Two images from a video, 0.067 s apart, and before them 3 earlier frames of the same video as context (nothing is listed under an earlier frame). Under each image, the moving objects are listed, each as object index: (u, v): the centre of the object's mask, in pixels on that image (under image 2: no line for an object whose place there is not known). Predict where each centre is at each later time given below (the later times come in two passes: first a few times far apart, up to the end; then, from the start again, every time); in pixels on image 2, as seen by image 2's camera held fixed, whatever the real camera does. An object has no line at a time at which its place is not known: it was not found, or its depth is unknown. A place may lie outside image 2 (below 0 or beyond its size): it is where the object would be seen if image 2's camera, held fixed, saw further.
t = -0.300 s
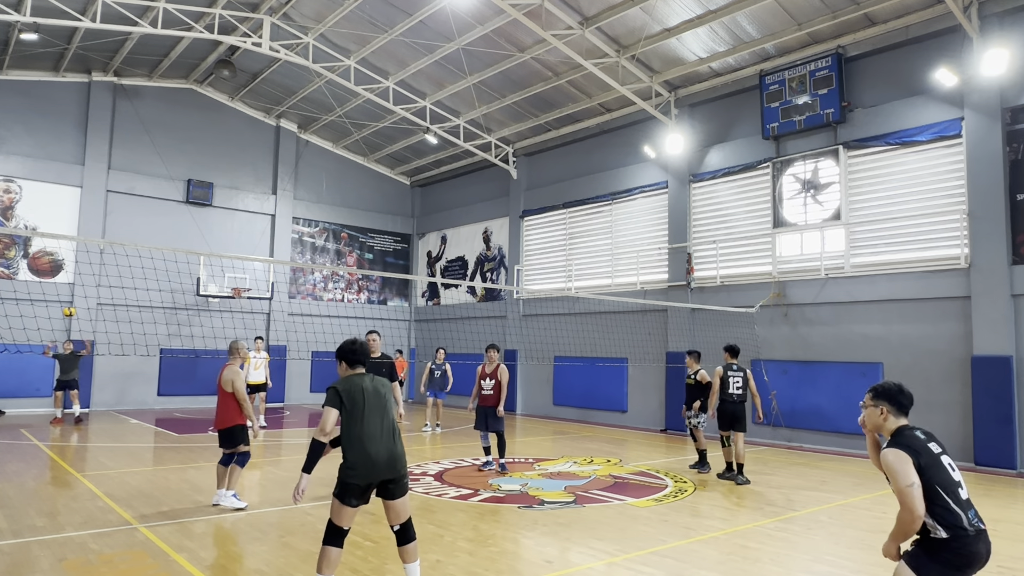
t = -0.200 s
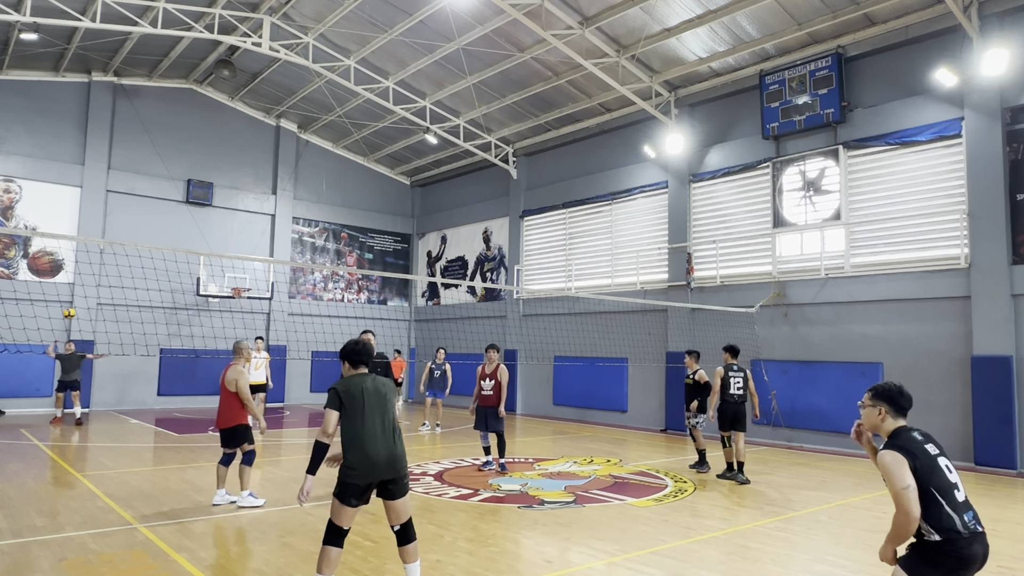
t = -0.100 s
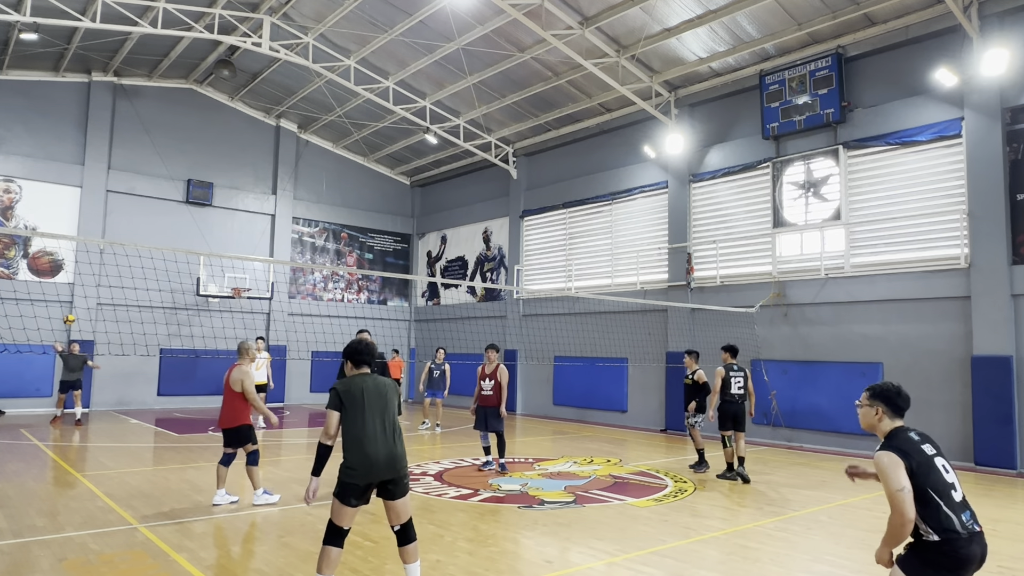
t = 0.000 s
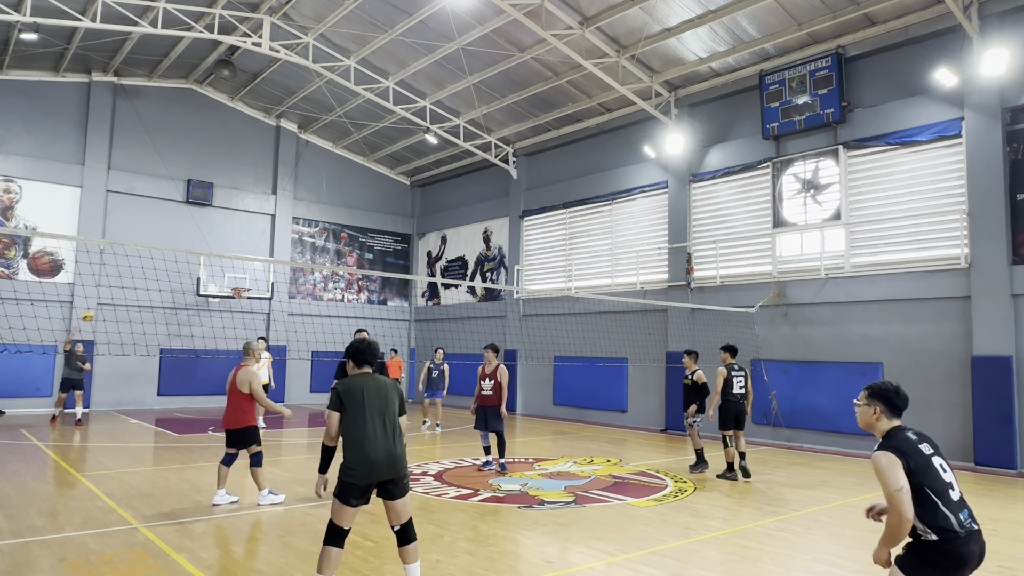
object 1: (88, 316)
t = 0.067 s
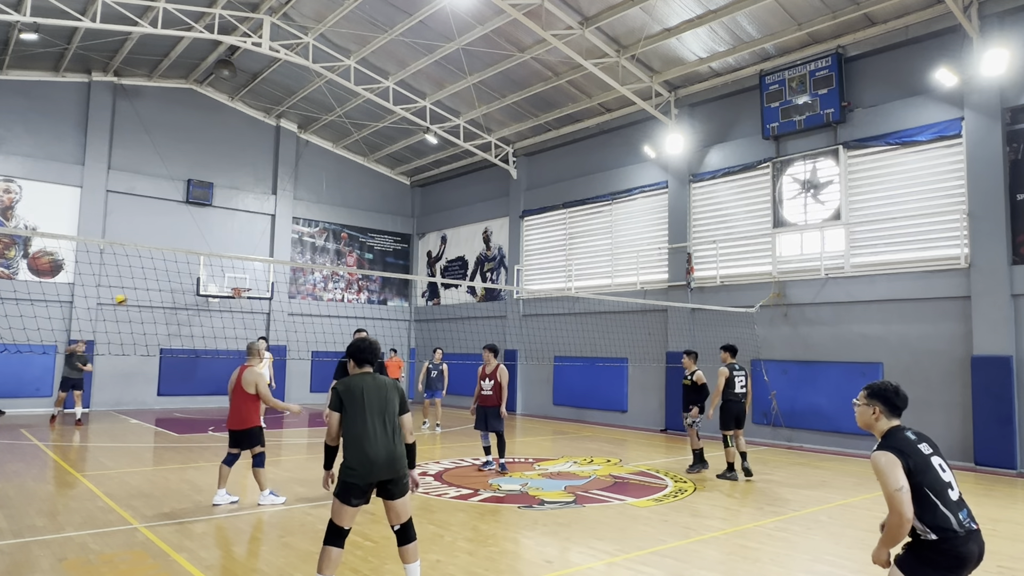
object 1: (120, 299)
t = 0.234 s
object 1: (213, 261)
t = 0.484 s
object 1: (376, 217)
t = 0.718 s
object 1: (564, 209)
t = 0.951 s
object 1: (801, 245)
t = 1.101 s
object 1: (993, 302)
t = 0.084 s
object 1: (129, 295)
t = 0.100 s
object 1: (139, 291)
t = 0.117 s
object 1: (148, 287)
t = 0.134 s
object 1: (157, 283)
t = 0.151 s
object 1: (166, 279)
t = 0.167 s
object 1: (175, 275)
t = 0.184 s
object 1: (185, 271)
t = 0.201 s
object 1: (194, 267)
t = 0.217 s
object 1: (204, 263)
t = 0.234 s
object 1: (213, 261)
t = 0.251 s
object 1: (223, 257)
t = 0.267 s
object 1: (233, 251)
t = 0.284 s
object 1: (243, 249)
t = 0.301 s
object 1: (253, 245)
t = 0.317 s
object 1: (264, 242)
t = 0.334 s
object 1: (275, 239)
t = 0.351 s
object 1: (285, 236)
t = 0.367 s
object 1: (297, 233)
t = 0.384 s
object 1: (307, 231)
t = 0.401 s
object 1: (319, 228)
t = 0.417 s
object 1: (329, 226)
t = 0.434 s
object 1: (341, 224)
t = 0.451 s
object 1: (352, 222)
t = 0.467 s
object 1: (364, 219)
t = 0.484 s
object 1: (376, 217)
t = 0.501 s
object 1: (388, 216)
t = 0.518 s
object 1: (401, 214)
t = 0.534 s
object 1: (413, 213)
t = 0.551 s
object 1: (426, 212)
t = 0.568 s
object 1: (439, 211)
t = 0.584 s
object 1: (452, 211)
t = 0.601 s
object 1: (465, 210)
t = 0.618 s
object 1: (479, 210)
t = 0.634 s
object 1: (493, 210)
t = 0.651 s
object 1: (507, 209)
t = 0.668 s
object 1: (521, 209)
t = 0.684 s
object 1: (535, 209)
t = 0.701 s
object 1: (549, 209)
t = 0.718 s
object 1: (564, 209)
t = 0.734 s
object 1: (579, 210)
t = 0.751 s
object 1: (595, 212)
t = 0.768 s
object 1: (611, 213)
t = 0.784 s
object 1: (626, 215)
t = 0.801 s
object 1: (643, 217)
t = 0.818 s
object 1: (661, 219)
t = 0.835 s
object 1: (677, 221)
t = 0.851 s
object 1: (690, 223)
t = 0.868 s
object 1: (710, 227)
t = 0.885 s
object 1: (727, 230)
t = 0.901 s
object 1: (745, 233)
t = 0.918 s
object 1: (764, 237)
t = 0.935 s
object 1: (781, 240)
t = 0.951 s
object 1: (801, 245)
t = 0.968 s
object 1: (821, 250)
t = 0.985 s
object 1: (841, 256)
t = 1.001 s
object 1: (861, 262)
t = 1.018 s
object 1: (882, 268)
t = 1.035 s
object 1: (902, 273)
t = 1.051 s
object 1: (924, 279)
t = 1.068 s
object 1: (946, 286)
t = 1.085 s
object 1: (969, 294)
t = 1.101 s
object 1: (993, 302)
